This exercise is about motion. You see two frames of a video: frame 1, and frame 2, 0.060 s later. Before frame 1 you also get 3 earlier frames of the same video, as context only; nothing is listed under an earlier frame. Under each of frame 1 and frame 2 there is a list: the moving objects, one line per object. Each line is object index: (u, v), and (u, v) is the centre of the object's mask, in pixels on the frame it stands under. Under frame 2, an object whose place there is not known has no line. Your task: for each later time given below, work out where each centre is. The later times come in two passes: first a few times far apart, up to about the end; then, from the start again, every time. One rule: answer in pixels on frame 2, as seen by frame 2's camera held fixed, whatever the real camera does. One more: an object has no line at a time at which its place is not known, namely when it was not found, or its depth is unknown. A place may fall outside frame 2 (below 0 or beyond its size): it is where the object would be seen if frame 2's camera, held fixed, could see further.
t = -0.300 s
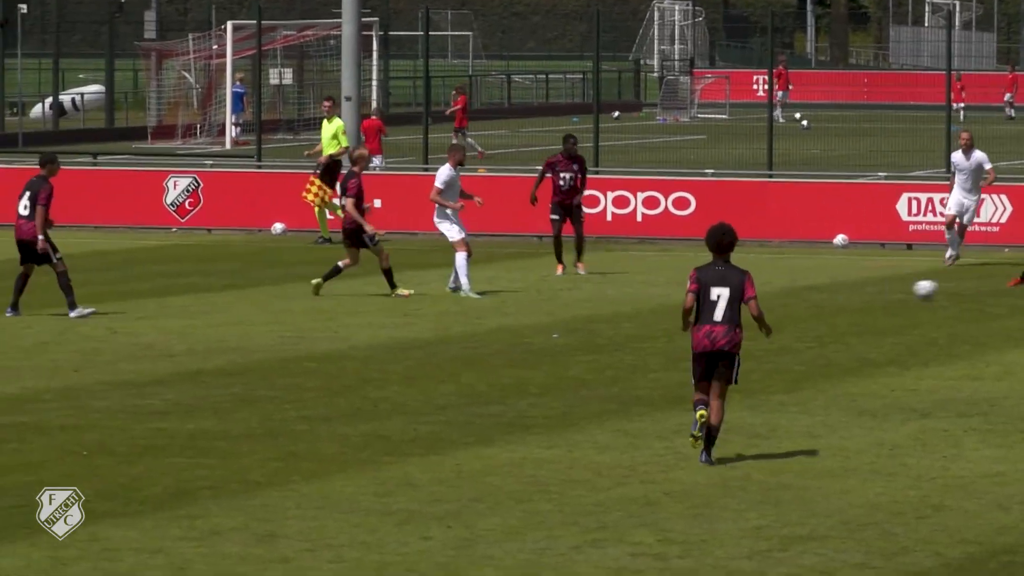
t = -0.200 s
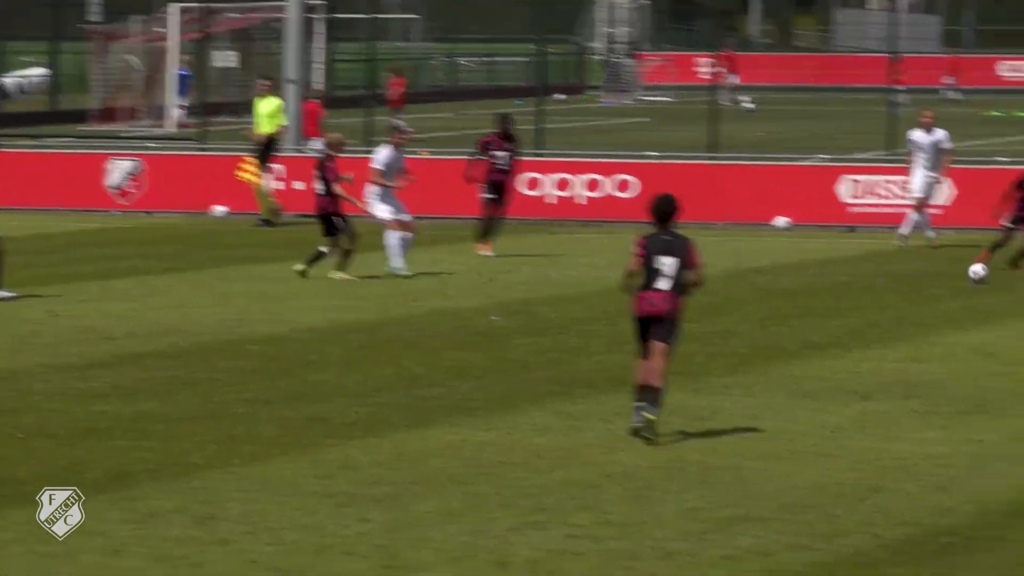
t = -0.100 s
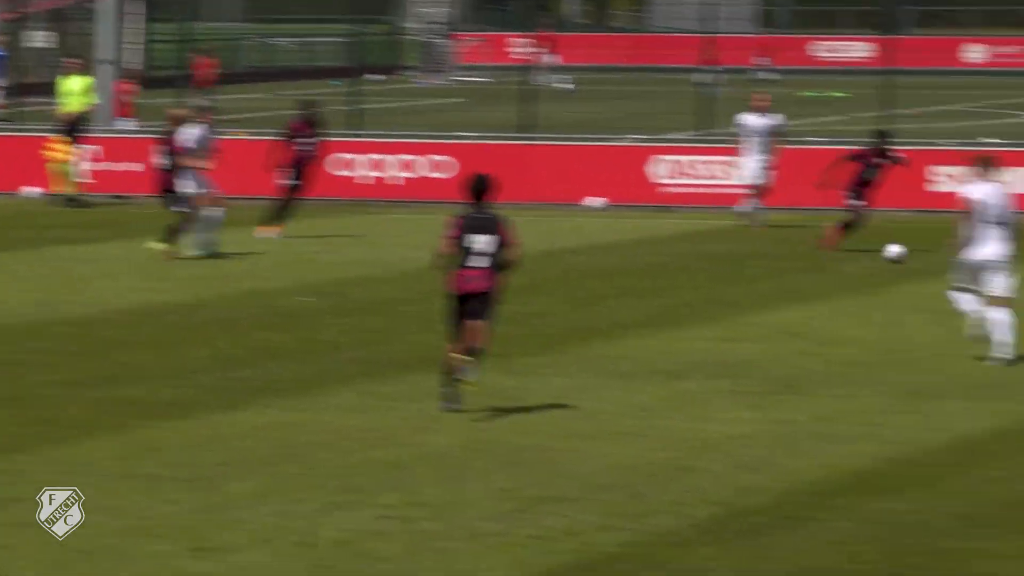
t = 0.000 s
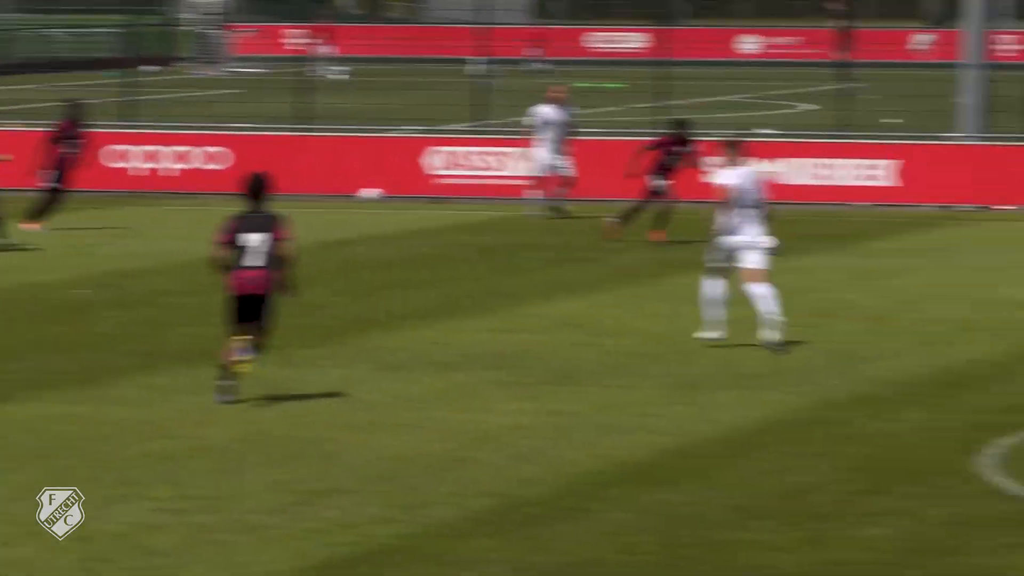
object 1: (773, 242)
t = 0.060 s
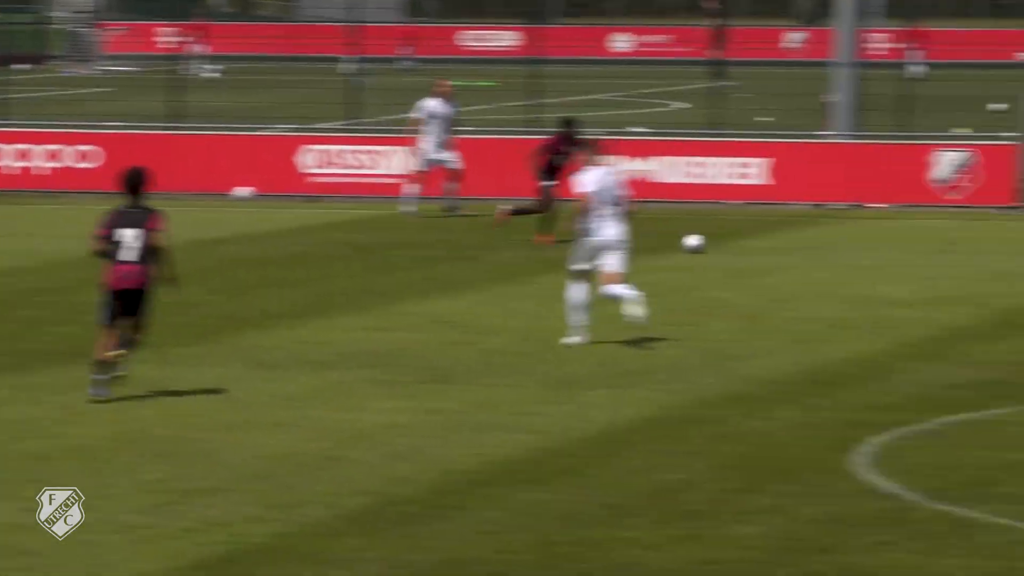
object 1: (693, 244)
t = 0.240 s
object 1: (832, 244)
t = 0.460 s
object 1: (977, 246)
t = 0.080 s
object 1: (709, 244)
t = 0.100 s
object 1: (726, 244)
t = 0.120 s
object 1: (742, 244)
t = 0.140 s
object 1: (758, 244)
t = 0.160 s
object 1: (773, 244)
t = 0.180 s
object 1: (787, 243)
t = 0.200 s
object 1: (802, 244)
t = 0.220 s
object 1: (817, 244)
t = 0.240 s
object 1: (832, 244)
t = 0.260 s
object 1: (847, 245)
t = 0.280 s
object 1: (861, 245)
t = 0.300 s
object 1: (874, 245)
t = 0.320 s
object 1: (887, 244)
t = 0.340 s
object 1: (901, 244)
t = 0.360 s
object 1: (914, 244)
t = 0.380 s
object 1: (927, 244)
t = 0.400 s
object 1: (939, 245)
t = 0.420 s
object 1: (952, 245)
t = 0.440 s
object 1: (964, 245)
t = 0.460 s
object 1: (977, 246)
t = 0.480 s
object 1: (989, 246)
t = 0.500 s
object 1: (1001, 246)
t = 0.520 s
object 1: (1013, 246)
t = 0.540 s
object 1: (1025, 246)
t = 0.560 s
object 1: (1037, 246)
